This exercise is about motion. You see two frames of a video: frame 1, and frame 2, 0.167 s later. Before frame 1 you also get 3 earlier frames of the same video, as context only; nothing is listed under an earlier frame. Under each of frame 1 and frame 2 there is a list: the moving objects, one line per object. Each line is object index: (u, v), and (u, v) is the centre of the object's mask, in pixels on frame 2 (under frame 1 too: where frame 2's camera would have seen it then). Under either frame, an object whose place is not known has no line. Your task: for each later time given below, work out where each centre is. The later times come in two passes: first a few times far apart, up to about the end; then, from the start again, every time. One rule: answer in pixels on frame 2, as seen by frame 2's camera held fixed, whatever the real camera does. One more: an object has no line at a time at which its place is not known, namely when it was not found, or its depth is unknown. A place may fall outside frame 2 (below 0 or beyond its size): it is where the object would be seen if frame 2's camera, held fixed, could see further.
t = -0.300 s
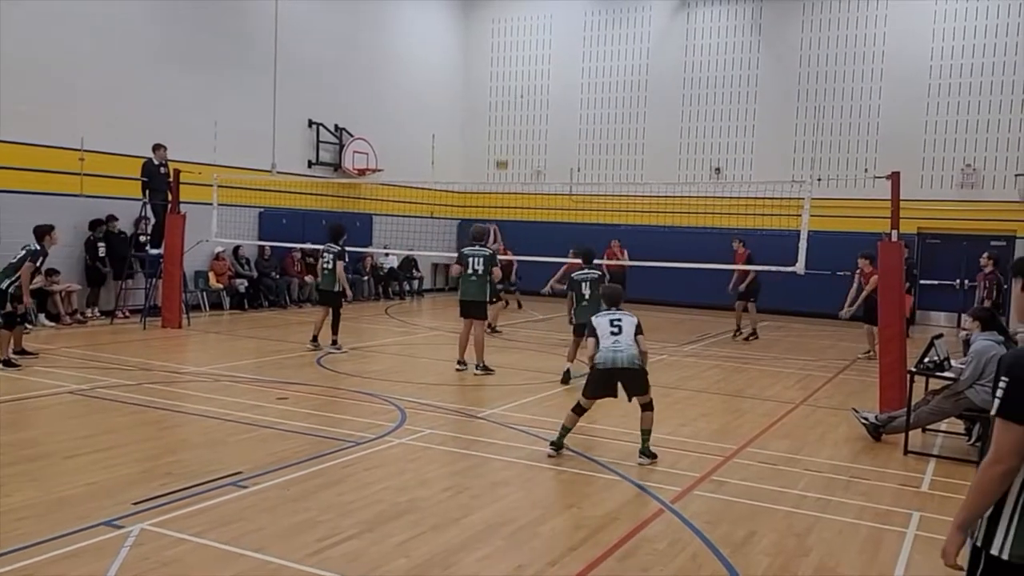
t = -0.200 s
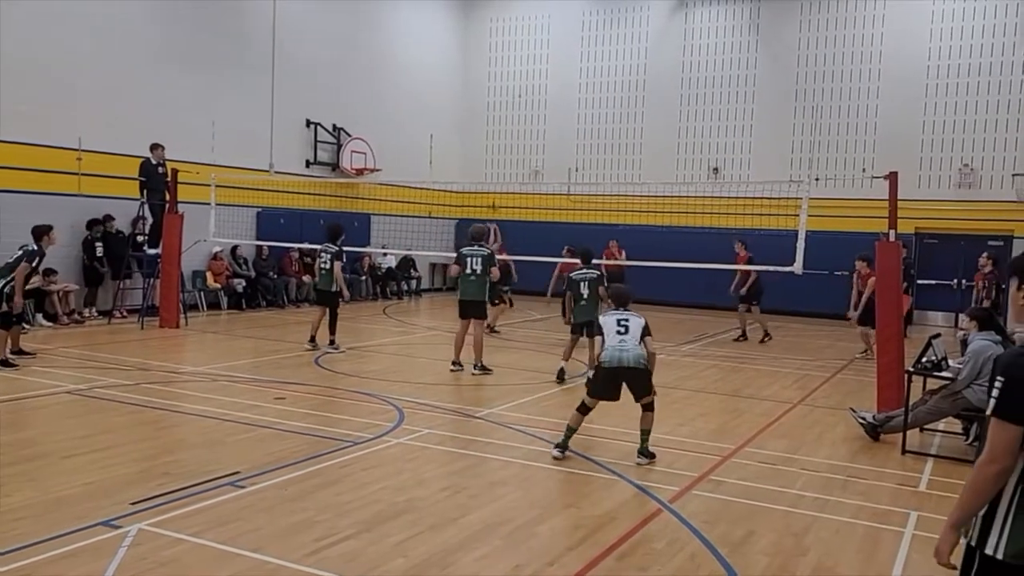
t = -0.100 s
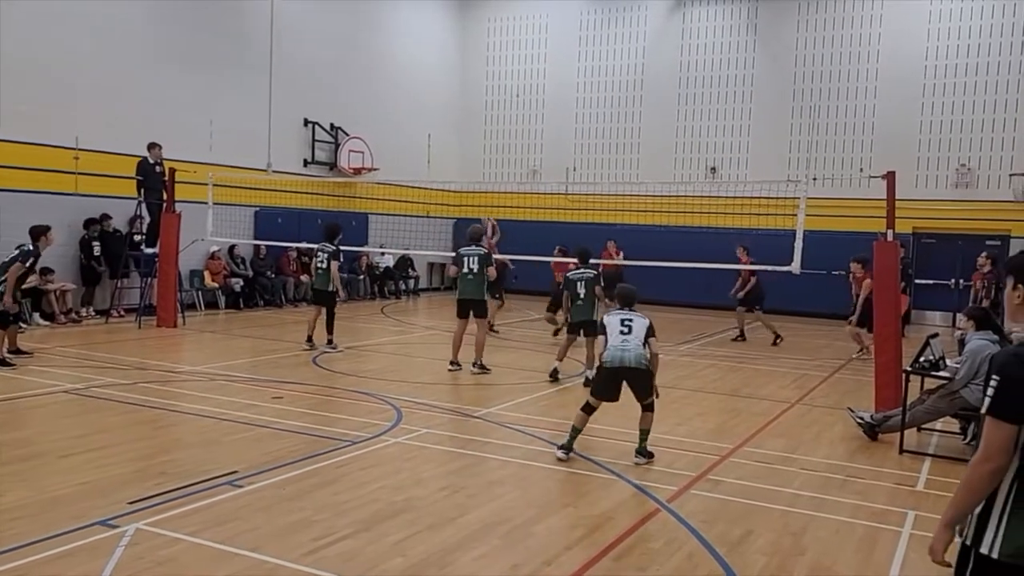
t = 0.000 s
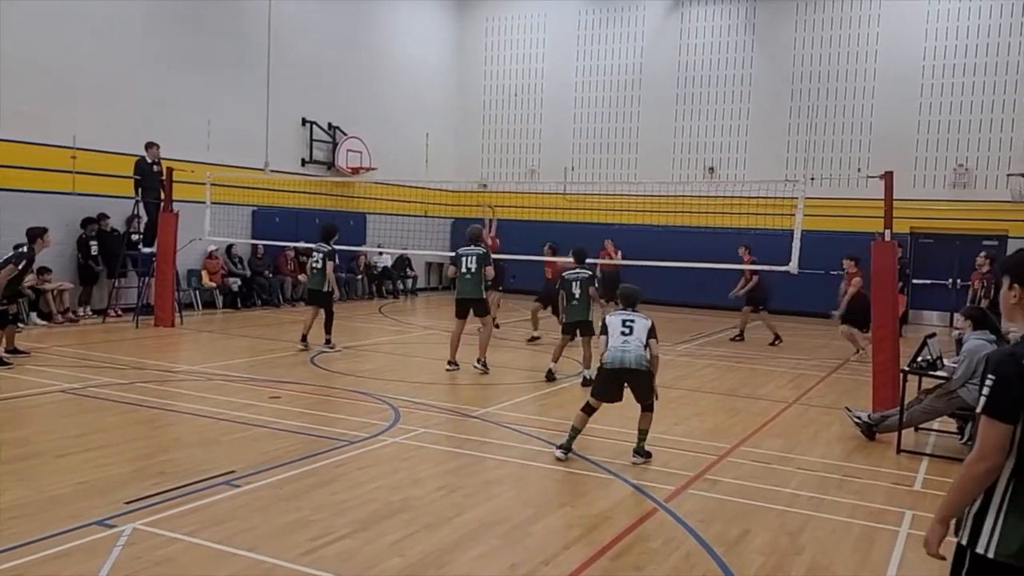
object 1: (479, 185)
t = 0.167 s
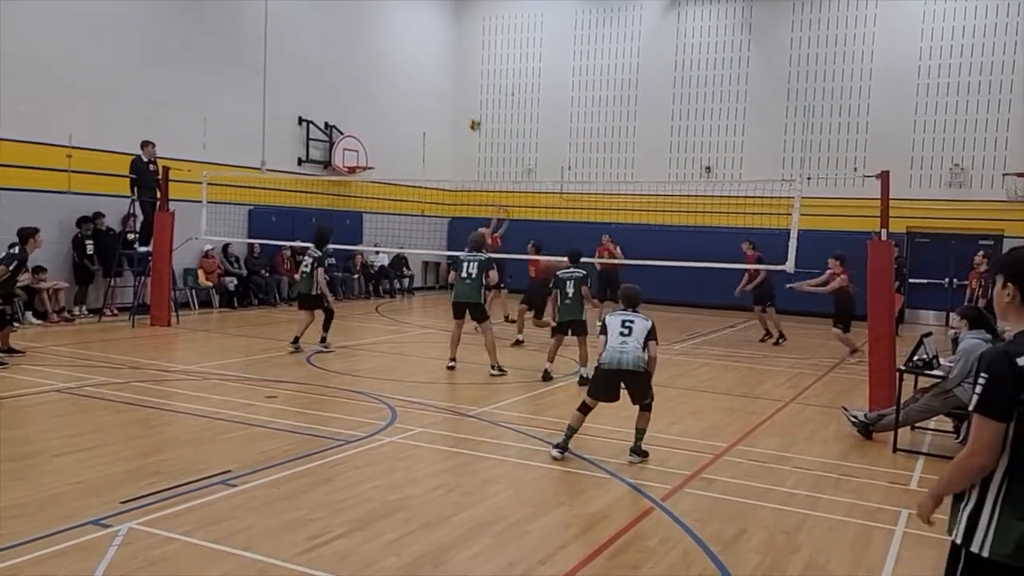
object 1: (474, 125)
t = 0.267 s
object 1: (472, 99)
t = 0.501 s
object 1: (466, 61)
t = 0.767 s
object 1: (457, 56)
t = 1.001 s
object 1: (450, 85)
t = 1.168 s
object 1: (445, 123)
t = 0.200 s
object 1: (474, 115)
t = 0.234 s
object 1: (473, 107)
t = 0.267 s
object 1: (472, 99)
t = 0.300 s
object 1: (471, 91)
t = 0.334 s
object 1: (470, 84)
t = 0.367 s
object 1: (469, 78)
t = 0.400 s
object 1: (468, 73)
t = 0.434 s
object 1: (468, 67)
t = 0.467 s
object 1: (467, 64)
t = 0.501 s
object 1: (466, 61)
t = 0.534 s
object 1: (465, 58)
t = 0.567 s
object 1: (464, 56)
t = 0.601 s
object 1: (463, 54)
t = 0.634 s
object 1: (461, 53)
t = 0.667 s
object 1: (460, 53)
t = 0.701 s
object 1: (459, 54)
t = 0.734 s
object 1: (458, 55)
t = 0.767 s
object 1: (457, 56)
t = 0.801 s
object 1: (456, 58)
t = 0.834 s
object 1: (456, 61)
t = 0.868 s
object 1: (455, 65)
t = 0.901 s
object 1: (454, 69)
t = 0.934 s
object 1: (453, 74)
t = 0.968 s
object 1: (451, 79)
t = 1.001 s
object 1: (450, 85)
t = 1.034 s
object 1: (449, 92)
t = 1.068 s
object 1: (448, 99)
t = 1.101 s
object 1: (447, 106)
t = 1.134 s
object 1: (446, 114)
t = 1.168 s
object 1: (445, 123)
